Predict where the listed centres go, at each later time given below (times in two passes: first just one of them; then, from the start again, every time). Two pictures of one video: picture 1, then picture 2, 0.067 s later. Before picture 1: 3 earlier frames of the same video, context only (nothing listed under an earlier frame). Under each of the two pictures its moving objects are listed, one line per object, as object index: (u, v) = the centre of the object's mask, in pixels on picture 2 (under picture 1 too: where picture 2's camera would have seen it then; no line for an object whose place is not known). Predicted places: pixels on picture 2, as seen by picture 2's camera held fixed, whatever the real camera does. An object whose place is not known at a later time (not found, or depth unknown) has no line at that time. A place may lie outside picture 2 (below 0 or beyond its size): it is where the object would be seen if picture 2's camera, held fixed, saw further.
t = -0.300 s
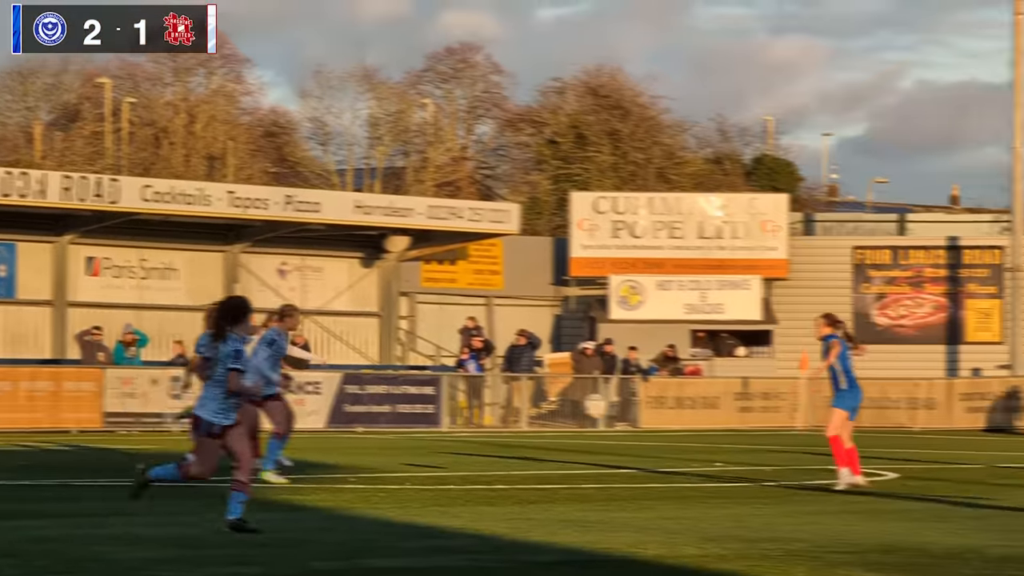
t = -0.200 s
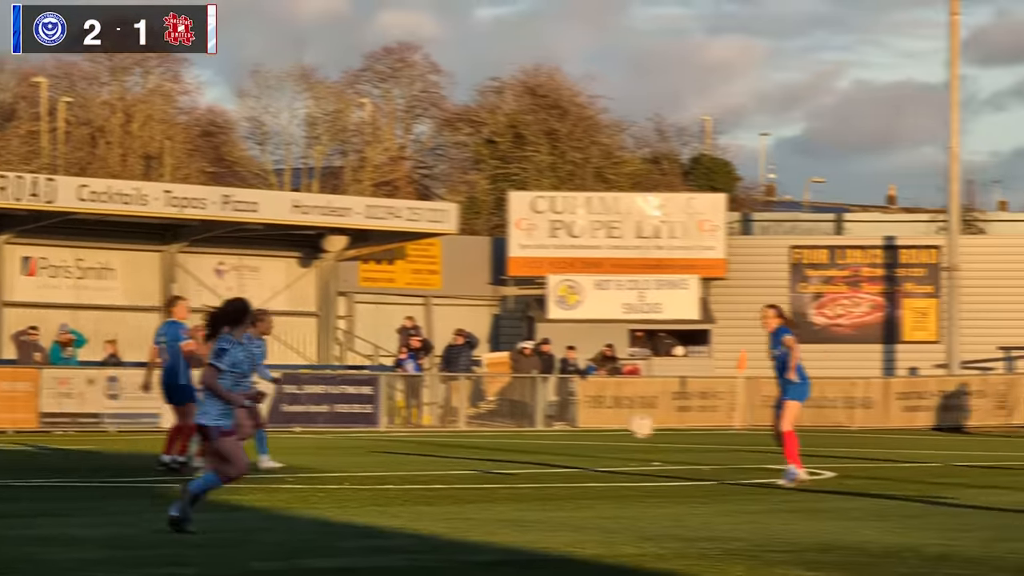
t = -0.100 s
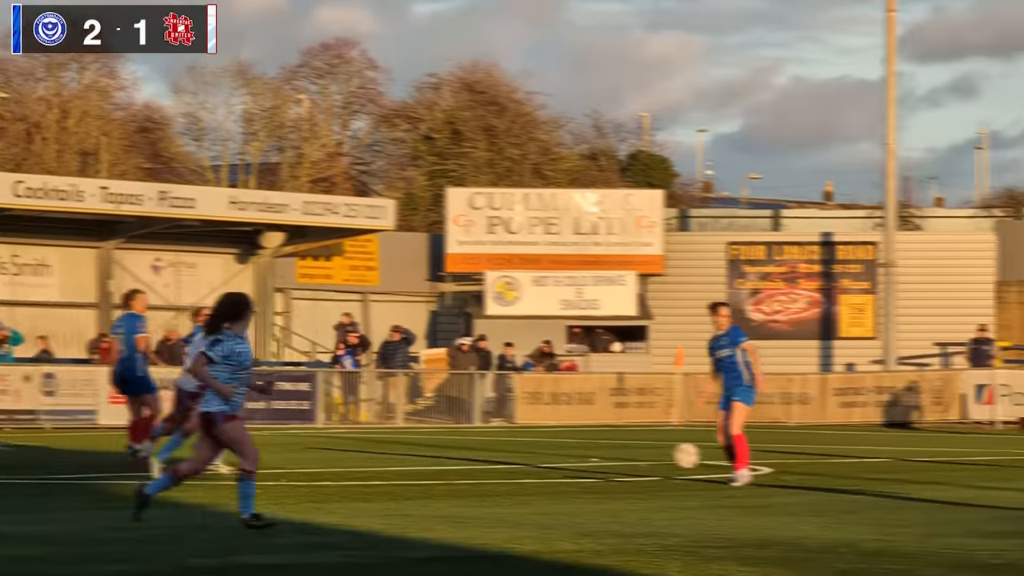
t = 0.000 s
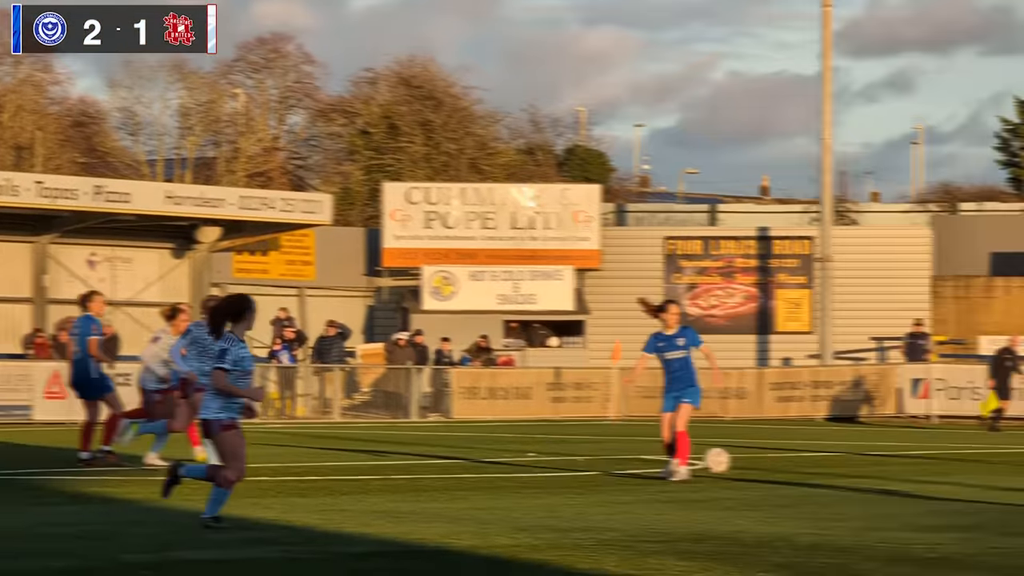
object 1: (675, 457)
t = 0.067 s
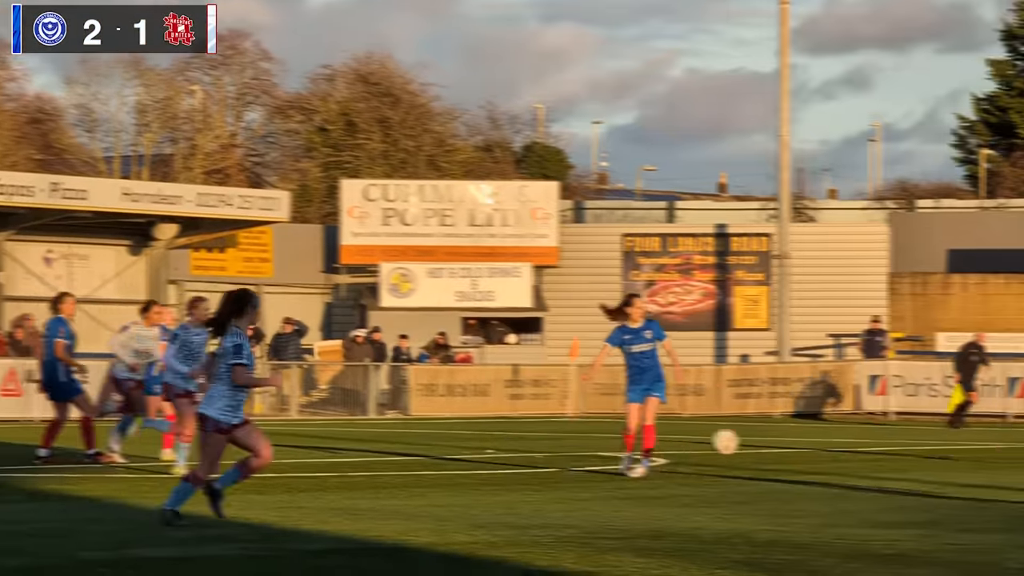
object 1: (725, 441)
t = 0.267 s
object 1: (880, 429)
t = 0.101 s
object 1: (750, 436)
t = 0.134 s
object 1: (776, 432)
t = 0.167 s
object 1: (802, 429)
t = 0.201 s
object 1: (827, 428)
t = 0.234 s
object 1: (853, 428)
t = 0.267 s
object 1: (880, 429)
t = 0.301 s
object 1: (906, 432)
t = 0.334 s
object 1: (933, 437)
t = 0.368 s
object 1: (959, 443)
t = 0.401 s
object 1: (986, 450)
